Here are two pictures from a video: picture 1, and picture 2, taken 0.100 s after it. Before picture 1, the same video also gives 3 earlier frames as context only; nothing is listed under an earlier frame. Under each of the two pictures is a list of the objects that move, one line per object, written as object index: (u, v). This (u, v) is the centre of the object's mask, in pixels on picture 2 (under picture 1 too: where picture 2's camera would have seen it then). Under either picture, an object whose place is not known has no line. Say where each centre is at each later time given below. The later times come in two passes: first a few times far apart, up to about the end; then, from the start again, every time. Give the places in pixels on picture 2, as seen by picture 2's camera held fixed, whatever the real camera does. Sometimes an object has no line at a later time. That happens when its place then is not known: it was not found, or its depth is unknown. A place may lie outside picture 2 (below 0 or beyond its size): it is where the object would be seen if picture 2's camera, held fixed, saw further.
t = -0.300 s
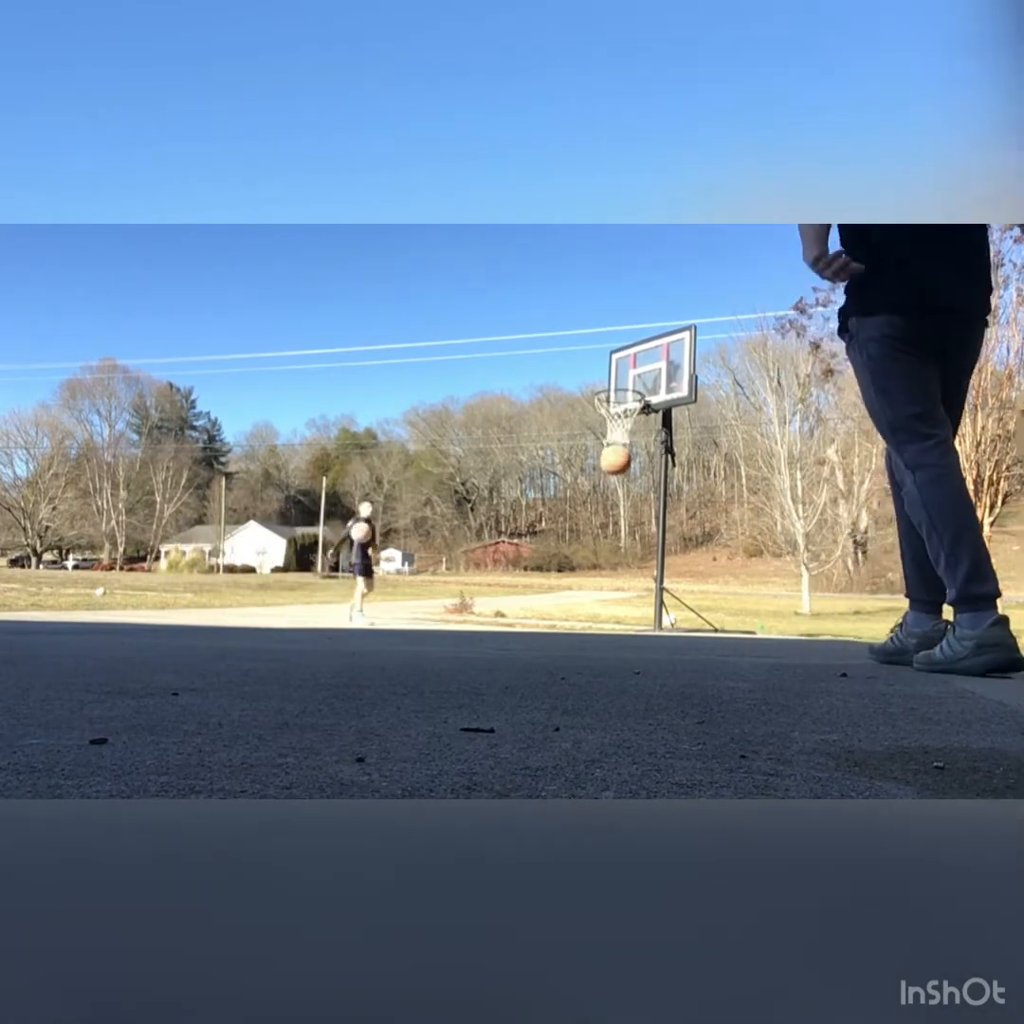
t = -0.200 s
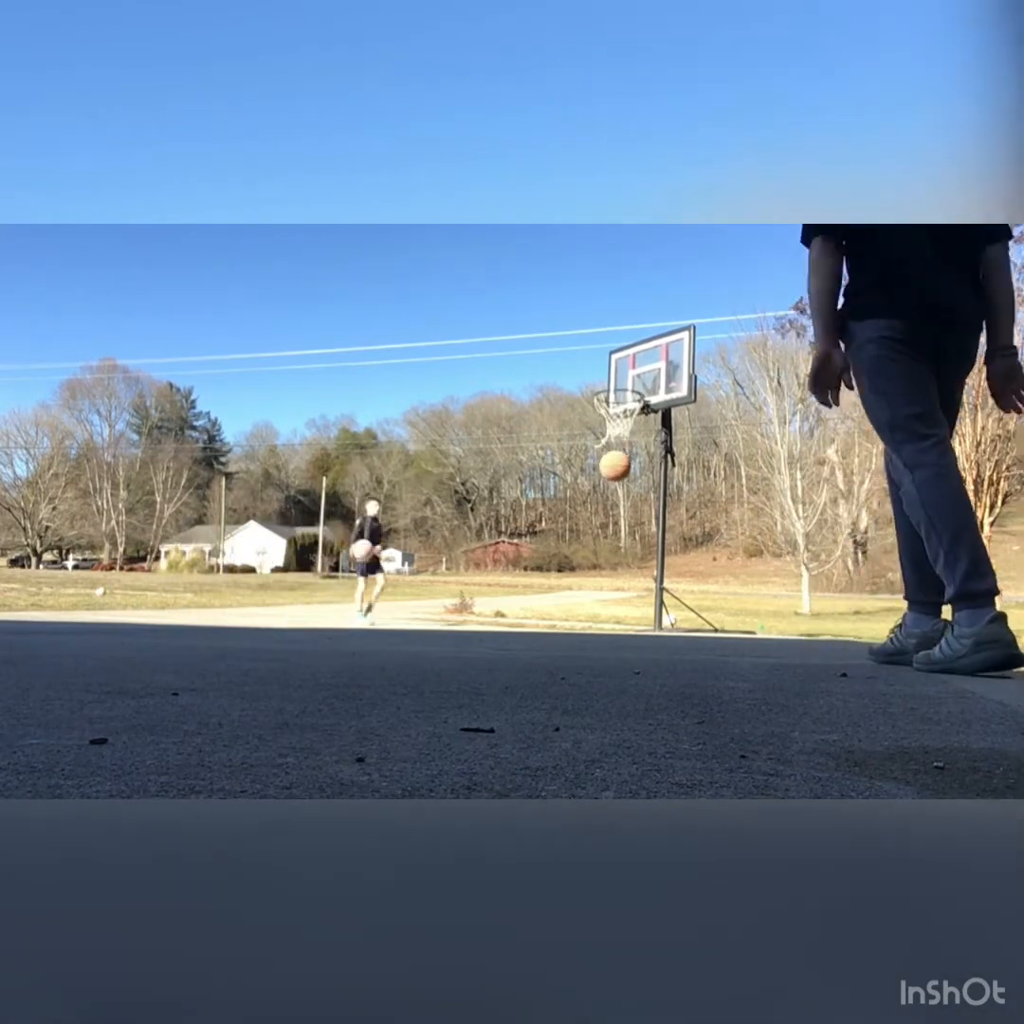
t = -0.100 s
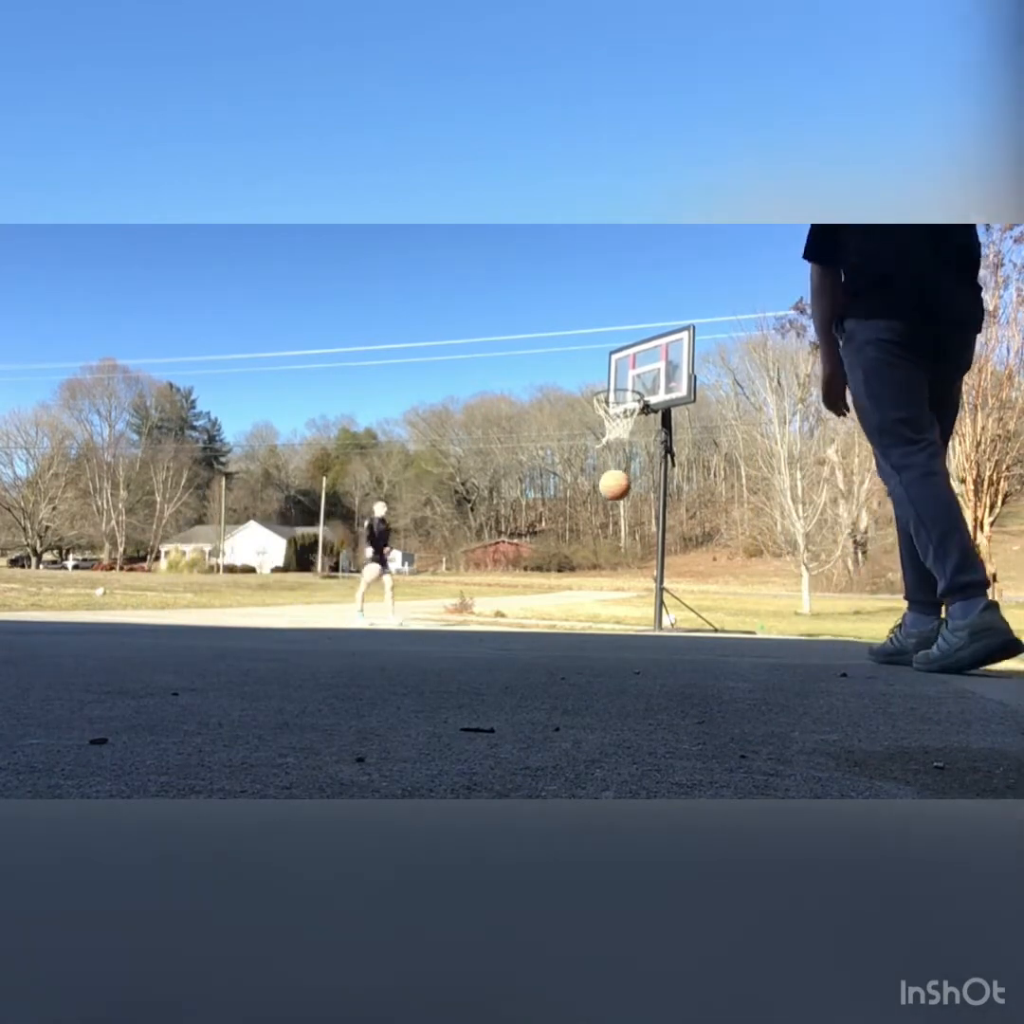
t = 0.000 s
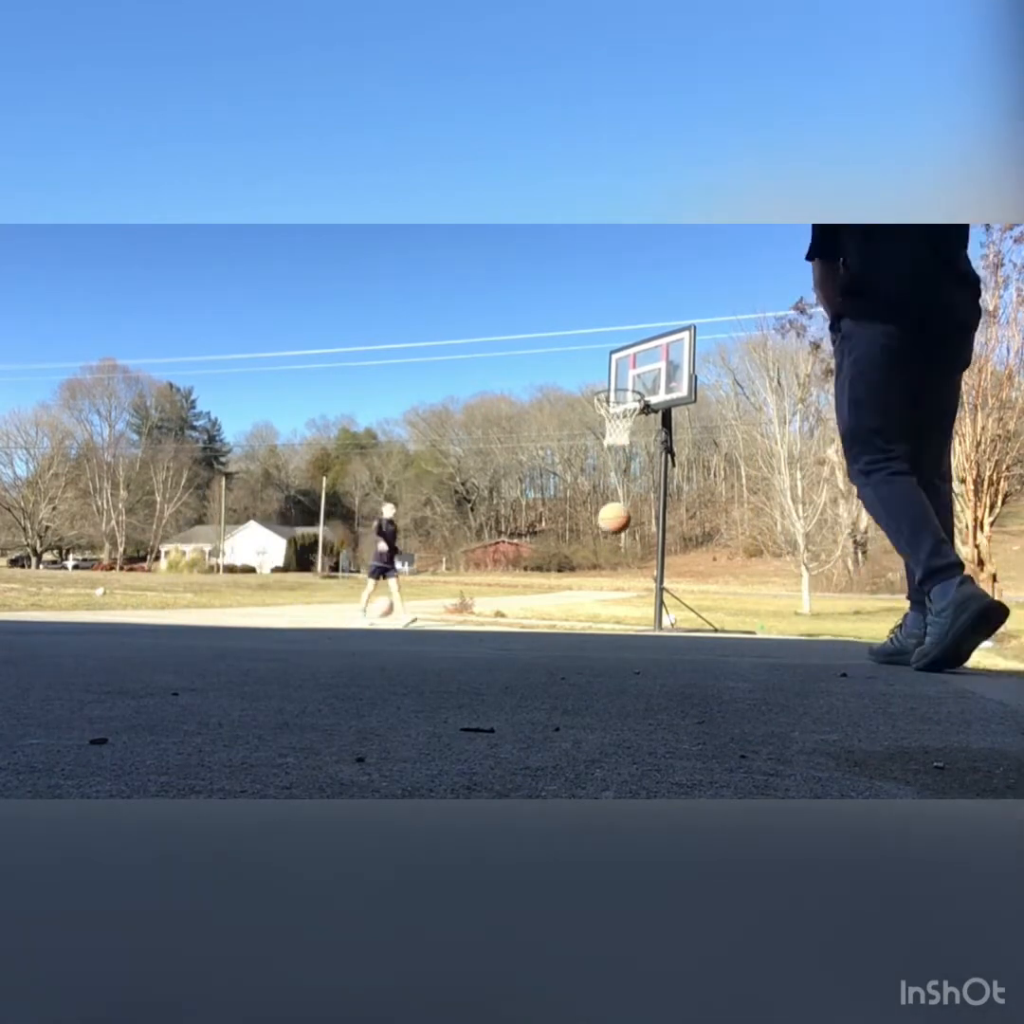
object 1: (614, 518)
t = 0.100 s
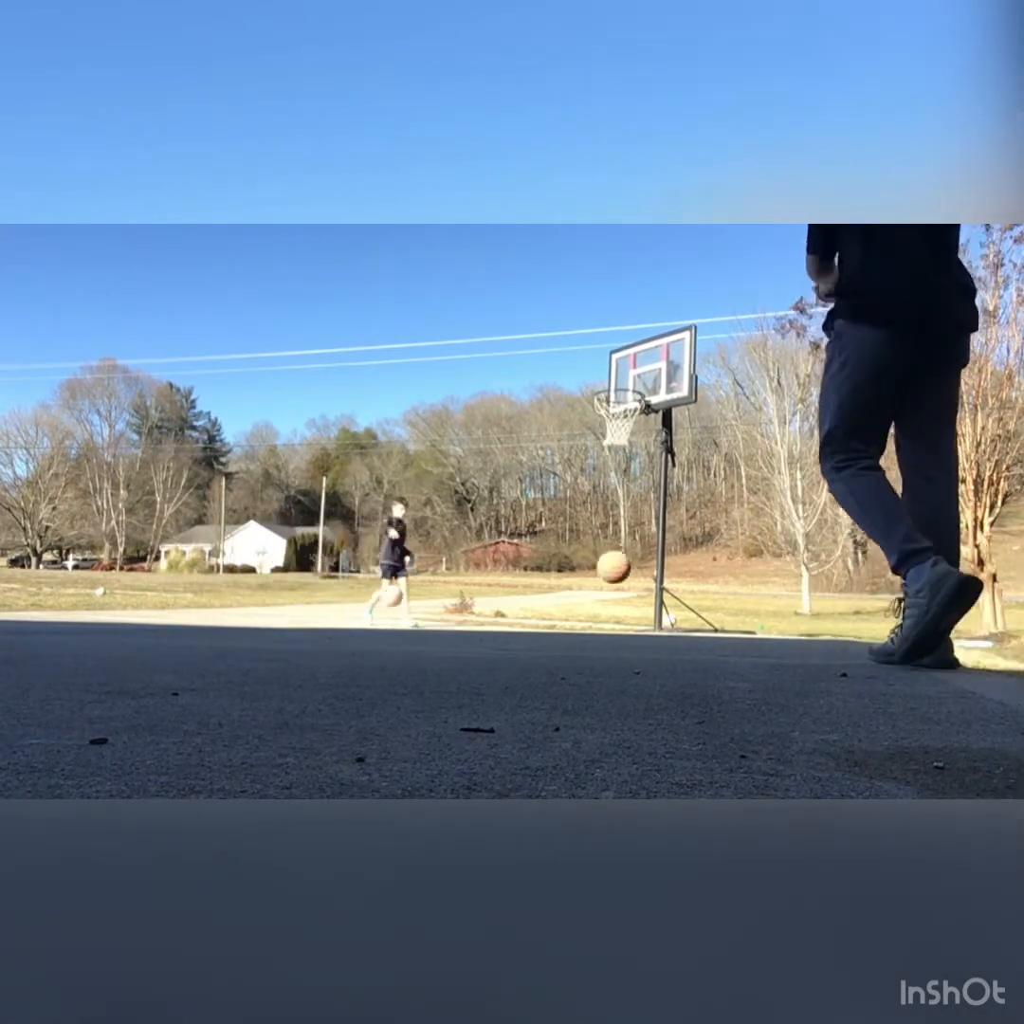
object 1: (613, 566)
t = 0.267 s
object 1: (614, 575)
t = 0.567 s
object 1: (615, 494)
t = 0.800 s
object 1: (617, 526)
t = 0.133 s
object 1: (614, 586)
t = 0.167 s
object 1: (613, 609)
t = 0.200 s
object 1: (613, 610)
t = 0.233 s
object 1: (614, 596)
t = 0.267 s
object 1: (614, 575)
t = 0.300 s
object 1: (613, 560)
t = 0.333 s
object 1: (613, 546)
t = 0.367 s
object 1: (614, 534)
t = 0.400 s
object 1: (614, 523)
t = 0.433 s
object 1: (614, 514)
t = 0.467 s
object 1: (614, 507)
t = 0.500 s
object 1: (615, 501)
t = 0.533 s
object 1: (615, 497)
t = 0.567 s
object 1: (615, 494)
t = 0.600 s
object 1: (615, 494)
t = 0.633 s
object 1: (615, 494)
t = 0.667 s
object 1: (616, 497)
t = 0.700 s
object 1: (616, 501)
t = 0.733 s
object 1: (616, 508)
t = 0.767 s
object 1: (617, 516)
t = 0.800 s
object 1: (617, 526)
